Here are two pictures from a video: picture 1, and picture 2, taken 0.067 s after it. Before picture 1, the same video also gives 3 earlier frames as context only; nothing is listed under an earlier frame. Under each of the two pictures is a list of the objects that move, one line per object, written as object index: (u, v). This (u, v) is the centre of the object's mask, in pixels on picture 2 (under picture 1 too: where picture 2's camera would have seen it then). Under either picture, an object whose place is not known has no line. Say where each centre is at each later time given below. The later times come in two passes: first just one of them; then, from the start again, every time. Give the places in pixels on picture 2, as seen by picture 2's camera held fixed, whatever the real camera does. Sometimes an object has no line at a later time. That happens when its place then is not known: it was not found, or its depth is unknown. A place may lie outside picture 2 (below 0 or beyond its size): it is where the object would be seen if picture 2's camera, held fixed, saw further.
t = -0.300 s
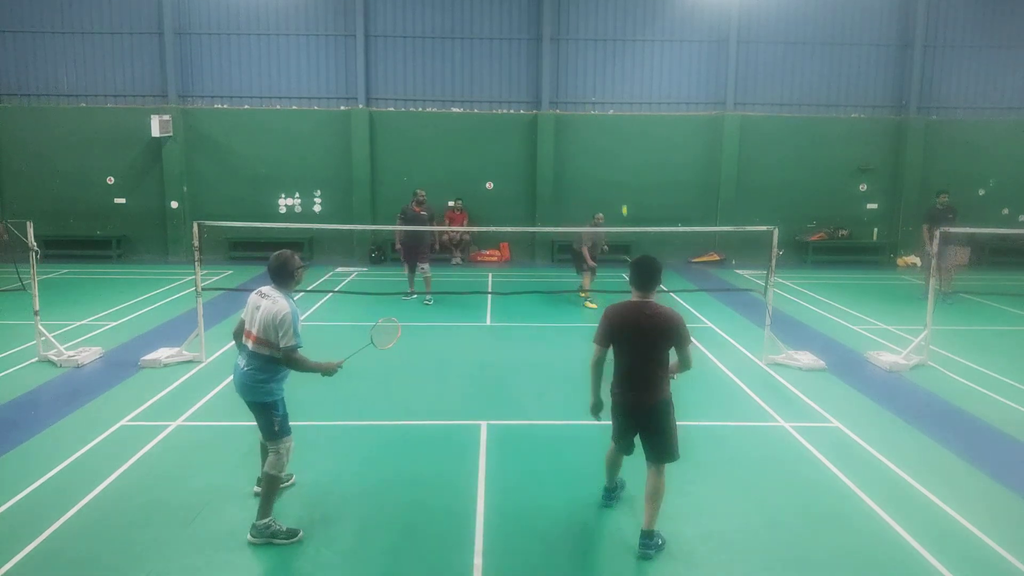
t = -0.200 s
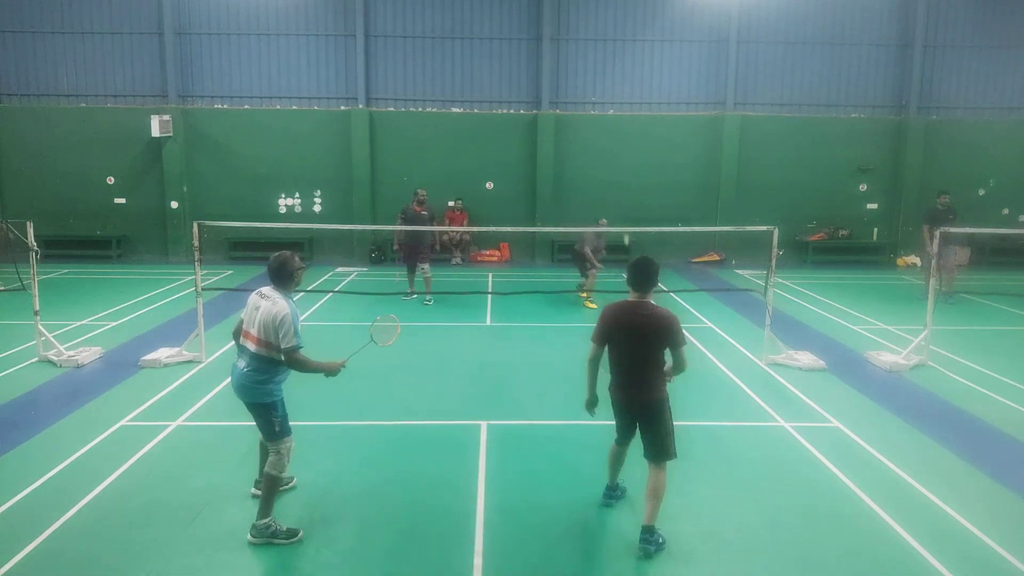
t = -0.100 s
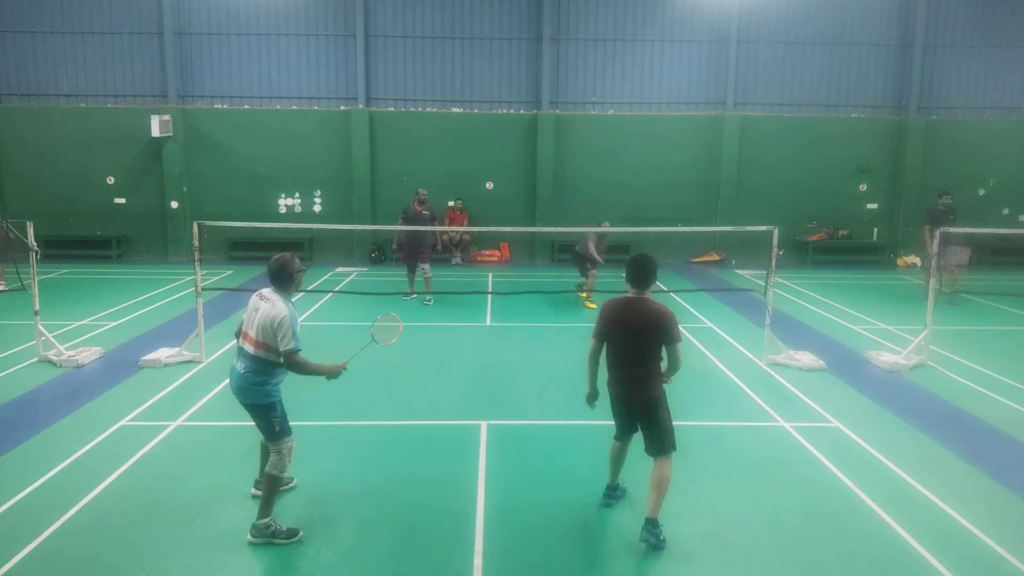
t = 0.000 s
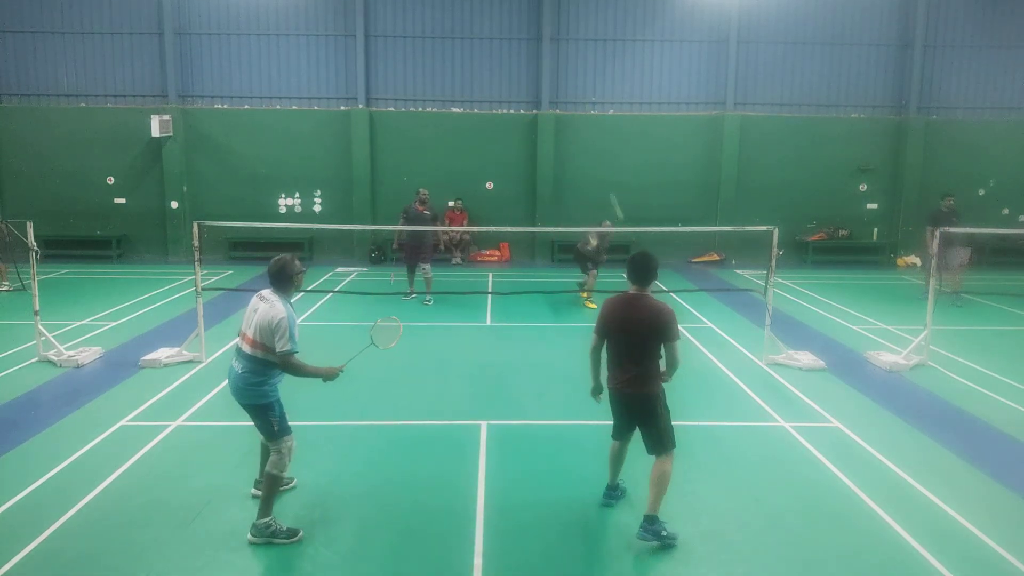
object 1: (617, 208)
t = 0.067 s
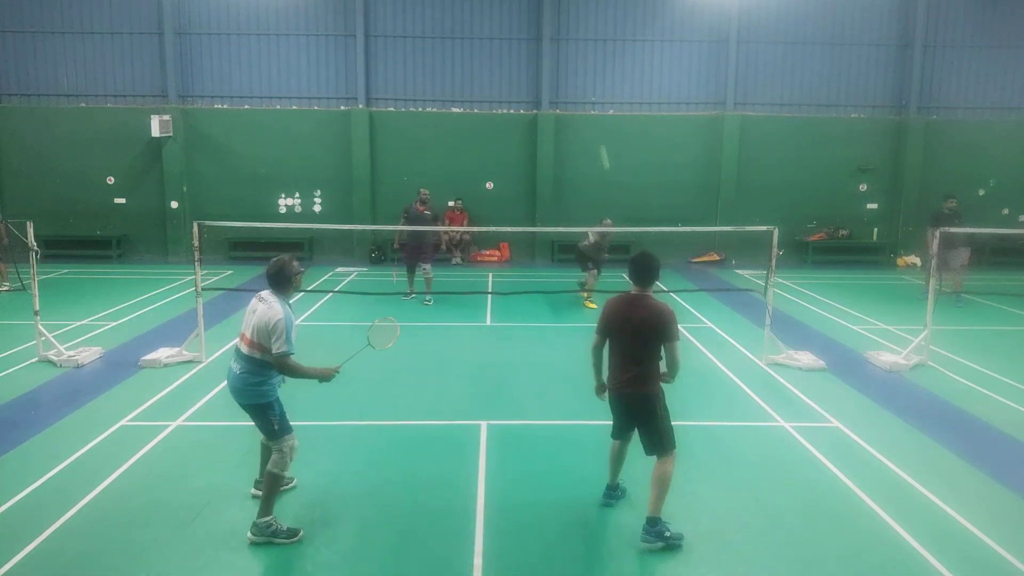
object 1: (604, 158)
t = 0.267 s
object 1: (568, 37)
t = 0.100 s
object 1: (599, 134)
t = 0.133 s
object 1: (593, 113)
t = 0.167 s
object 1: (586, 93)
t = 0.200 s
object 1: (581, 73)
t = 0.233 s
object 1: (575, 54)
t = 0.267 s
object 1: (568, 37)
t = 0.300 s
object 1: (561, 21)
